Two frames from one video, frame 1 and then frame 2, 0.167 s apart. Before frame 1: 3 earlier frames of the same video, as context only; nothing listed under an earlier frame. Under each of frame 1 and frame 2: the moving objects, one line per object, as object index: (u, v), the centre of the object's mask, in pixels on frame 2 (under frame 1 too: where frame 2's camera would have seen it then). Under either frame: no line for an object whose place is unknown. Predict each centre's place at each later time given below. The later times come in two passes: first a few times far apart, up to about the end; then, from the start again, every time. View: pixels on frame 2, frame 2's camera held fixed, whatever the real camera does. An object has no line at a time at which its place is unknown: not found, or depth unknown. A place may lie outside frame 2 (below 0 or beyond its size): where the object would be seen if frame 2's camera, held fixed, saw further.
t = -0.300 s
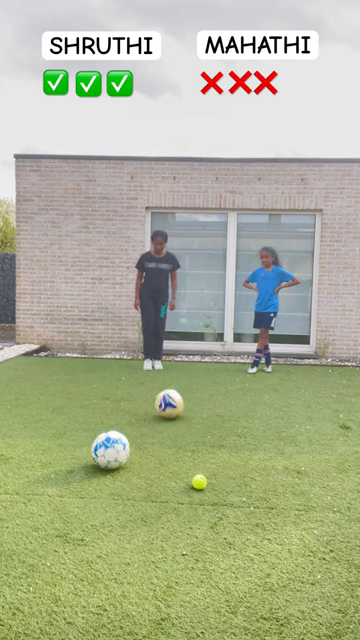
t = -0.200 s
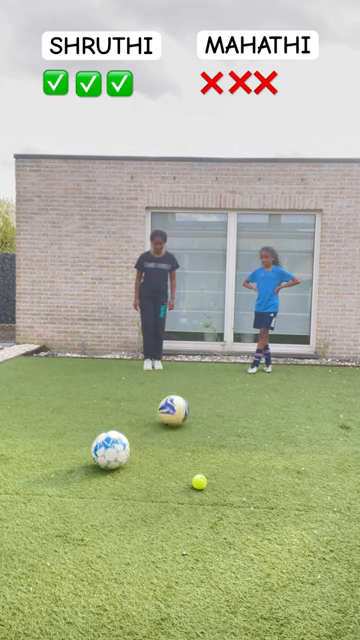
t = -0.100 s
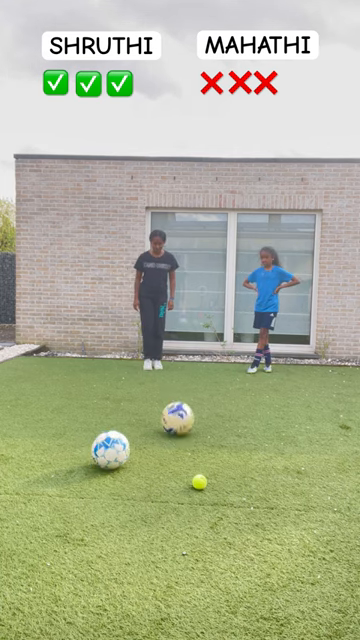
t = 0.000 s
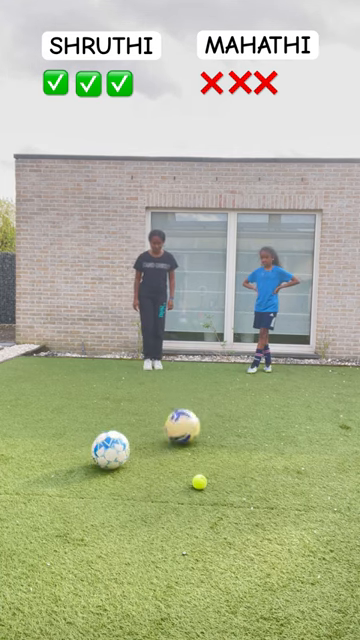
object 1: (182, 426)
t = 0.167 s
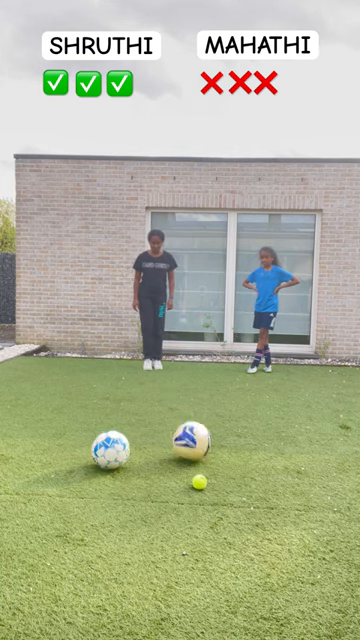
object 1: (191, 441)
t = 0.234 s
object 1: (194, 447)
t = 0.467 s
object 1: (208, 466)
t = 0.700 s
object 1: (219, 480)
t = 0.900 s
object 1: (226, 487)
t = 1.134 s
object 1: (239, 494)
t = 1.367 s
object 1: (255, 496)
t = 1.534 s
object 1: (261, 494)
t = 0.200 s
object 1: (193, 445)
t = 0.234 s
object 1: (194, 447)
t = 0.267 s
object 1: (197, 450)
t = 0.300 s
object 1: (199, 454)
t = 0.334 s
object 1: (200, 455)
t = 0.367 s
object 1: (203, 457)
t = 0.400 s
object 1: (205, 461)
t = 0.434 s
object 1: (207, 465)
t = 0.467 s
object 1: (208, 466)
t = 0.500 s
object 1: (210, 469)
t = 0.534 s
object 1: (213, 472)
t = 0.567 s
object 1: (214, 474)
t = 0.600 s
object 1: (215, 476)
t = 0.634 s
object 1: (217, 477)
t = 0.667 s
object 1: (217, 478)
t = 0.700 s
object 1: (219, 480)
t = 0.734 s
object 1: (221, 482)
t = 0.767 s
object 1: (222, 484)
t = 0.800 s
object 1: (223, 484)
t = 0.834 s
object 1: (224, 486)
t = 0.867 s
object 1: (226, 487)
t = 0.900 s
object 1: (226, 487)
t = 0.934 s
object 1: (228, 488)
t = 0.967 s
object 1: (230, 490)
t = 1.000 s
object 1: (231, 490)
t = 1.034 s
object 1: (233, 491)
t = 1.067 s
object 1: (235, 492)
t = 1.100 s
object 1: (237, 493)
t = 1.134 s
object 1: (239, 494)
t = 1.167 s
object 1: (242, 494)
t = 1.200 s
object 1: (245, 495)
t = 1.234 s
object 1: (246, 495)
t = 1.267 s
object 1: (249, 495)
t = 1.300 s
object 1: (252, 496)
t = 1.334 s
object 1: (253, 496)
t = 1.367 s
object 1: (255, 496)
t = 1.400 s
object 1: (257, 495)
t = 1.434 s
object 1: (258, 495)
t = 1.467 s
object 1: (259, 495)
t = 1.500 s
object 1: (260, 495)
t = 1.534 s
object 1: (261, 494)
